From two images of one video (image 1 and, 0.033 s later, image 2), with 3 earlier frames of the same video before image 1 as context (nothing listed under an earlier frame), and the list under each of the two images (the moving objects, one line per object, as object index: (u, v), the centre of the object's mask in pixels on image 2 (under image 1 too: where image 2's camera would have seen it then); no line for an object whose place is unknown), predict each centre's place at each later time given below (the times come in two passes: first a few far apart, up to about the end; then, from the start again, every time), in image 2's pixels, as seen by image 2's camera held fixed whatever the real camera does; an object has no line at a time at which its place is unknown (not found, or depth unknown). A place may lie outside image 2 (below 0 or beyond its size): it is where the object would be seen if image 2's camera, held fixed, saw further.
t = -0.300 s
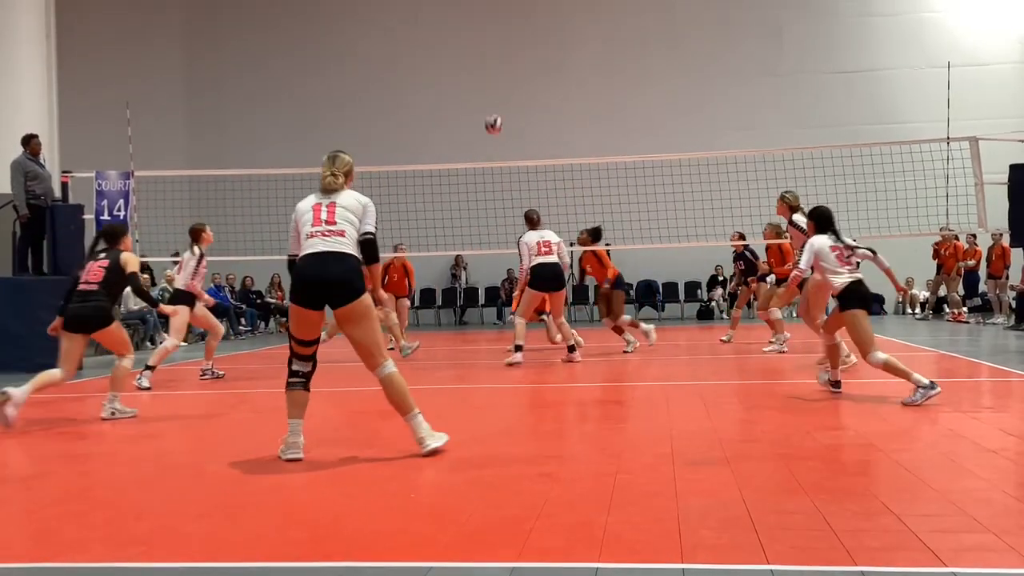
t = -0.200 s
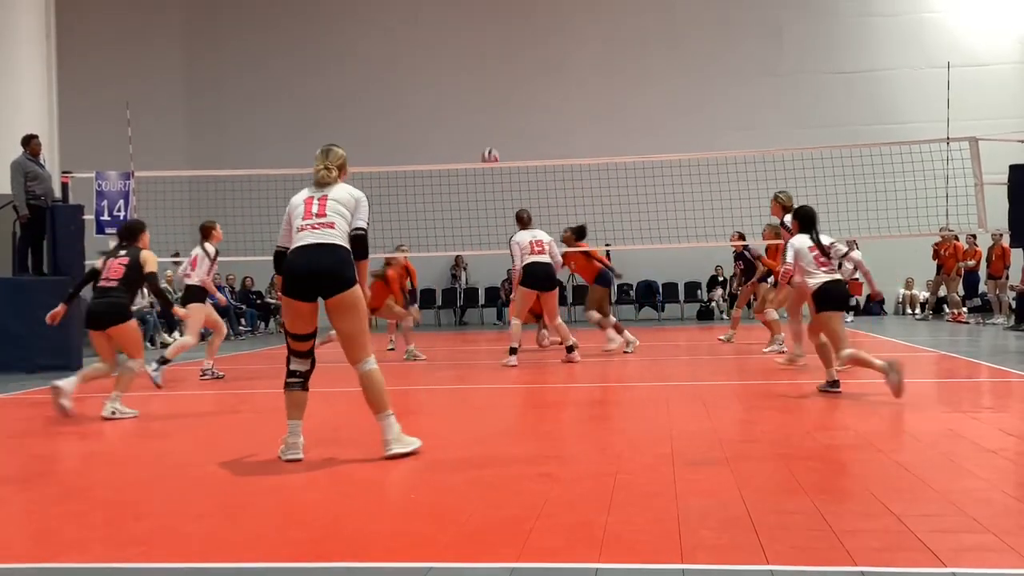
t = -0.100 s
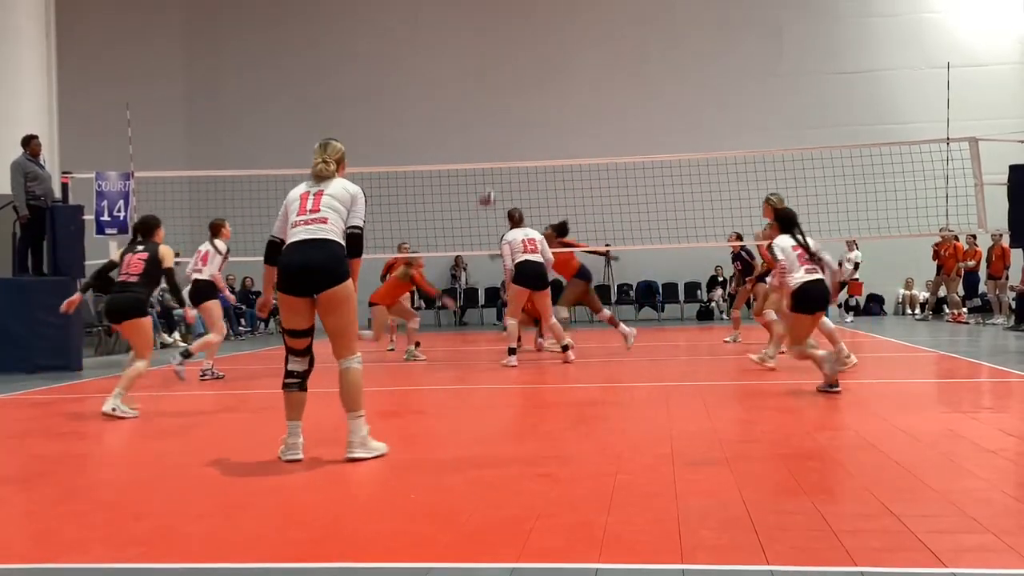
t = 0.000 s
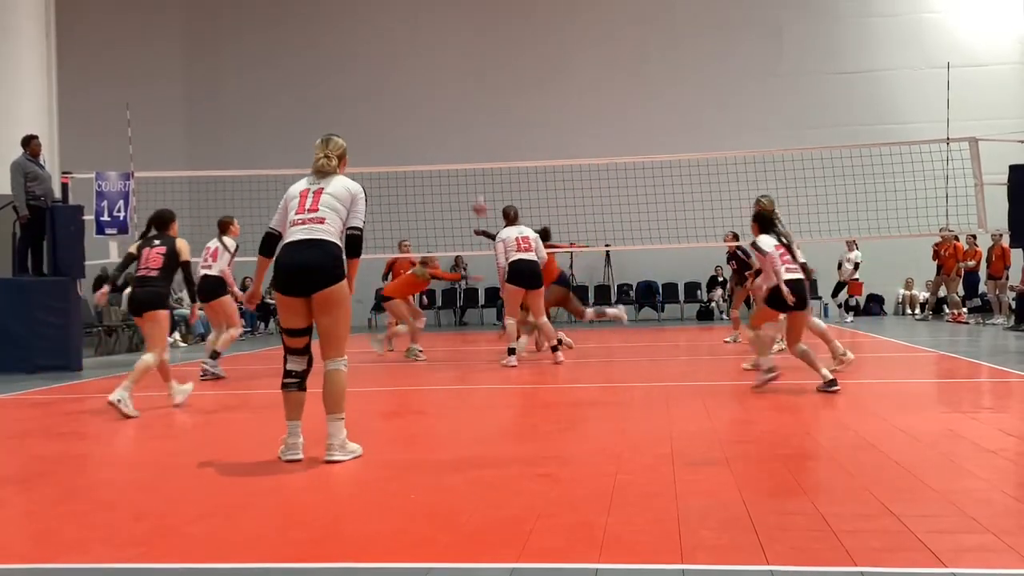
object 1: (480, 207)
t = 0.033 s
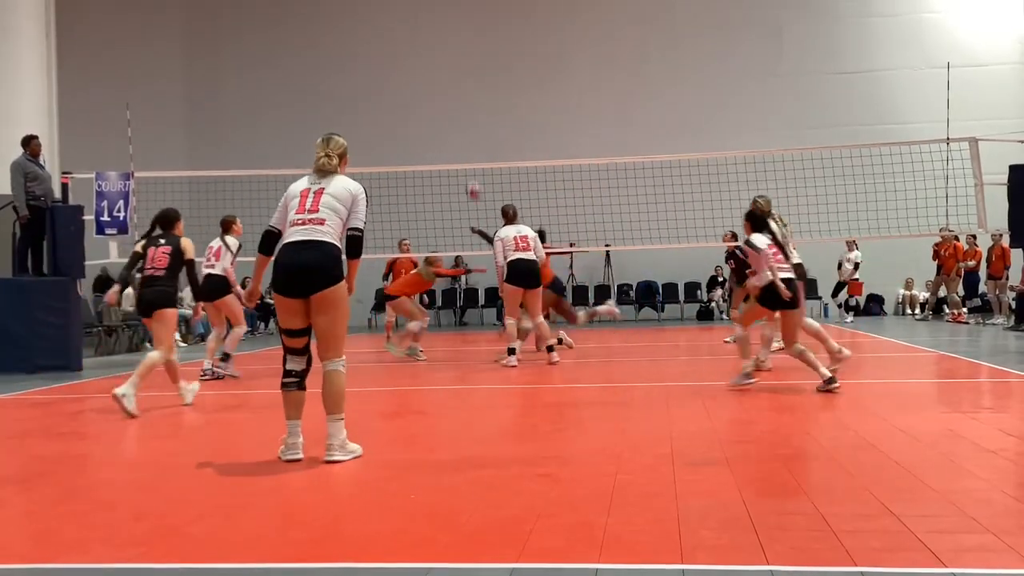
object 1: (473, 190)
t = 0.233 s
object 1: (444, 116)
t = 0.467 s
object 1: (409, 70)
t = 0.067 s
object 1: (469, 177)
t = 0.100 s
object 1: (464, 159)
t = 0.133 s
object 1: (459, 149)
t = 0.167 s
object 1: (453, 137)
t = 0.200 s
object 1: (449, 127)
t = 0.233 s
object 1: (444, 116)
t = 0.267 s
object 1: (439, 107)
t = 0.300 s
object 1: (435, 99)
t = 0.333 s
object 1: (429, 92)
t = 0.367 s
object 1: (424, 85)
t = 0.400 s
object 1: (420, 79)
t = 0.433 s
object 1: (415, 75)
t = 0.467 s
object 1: (409, 70)
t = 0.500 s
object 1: (405, 67)
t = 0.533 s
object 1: (401, 65)
